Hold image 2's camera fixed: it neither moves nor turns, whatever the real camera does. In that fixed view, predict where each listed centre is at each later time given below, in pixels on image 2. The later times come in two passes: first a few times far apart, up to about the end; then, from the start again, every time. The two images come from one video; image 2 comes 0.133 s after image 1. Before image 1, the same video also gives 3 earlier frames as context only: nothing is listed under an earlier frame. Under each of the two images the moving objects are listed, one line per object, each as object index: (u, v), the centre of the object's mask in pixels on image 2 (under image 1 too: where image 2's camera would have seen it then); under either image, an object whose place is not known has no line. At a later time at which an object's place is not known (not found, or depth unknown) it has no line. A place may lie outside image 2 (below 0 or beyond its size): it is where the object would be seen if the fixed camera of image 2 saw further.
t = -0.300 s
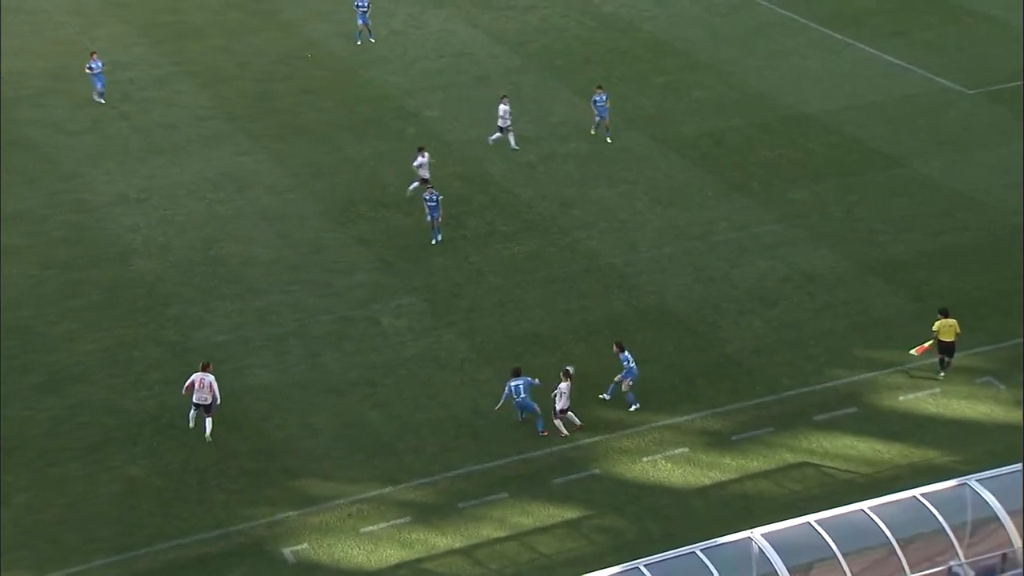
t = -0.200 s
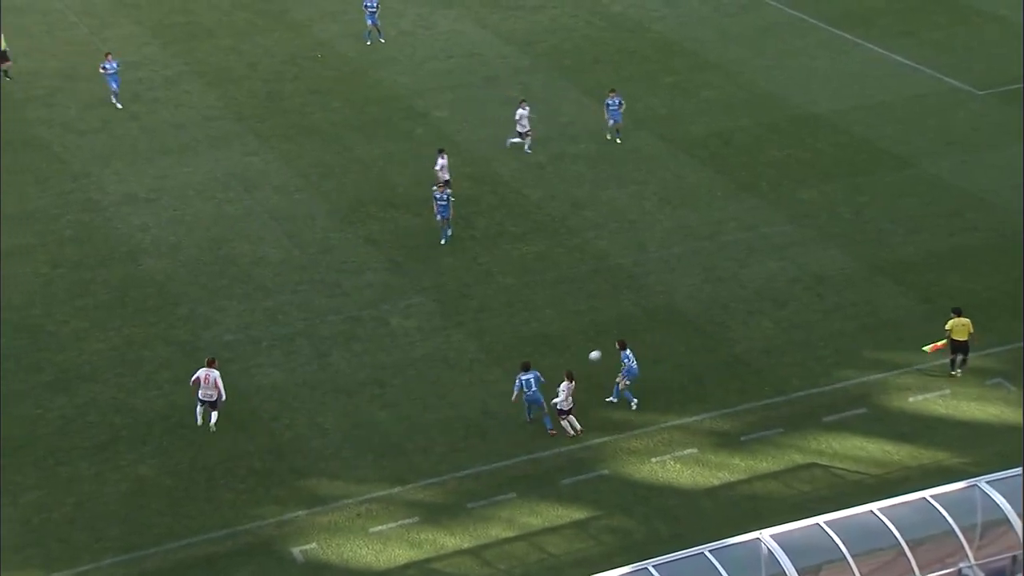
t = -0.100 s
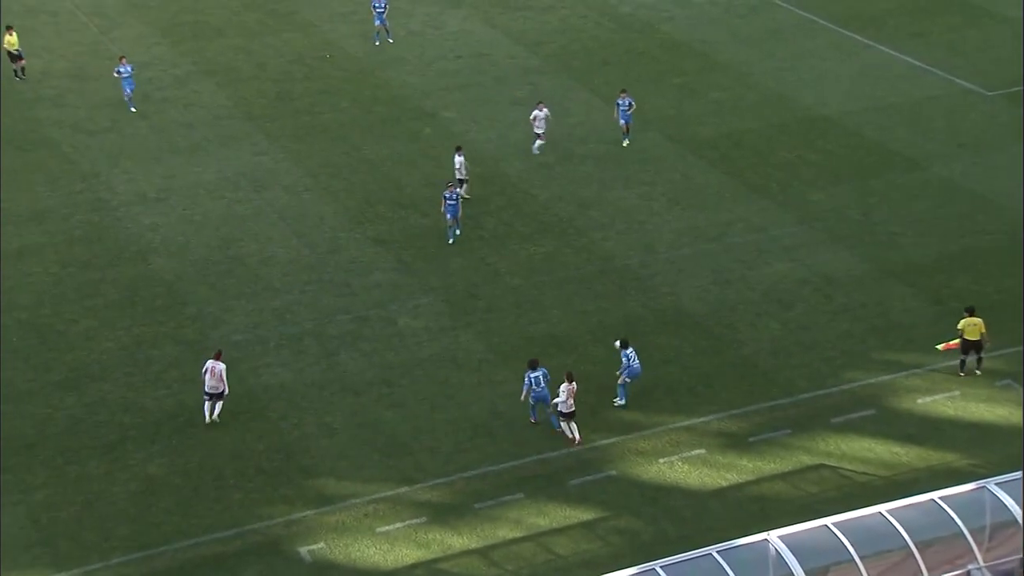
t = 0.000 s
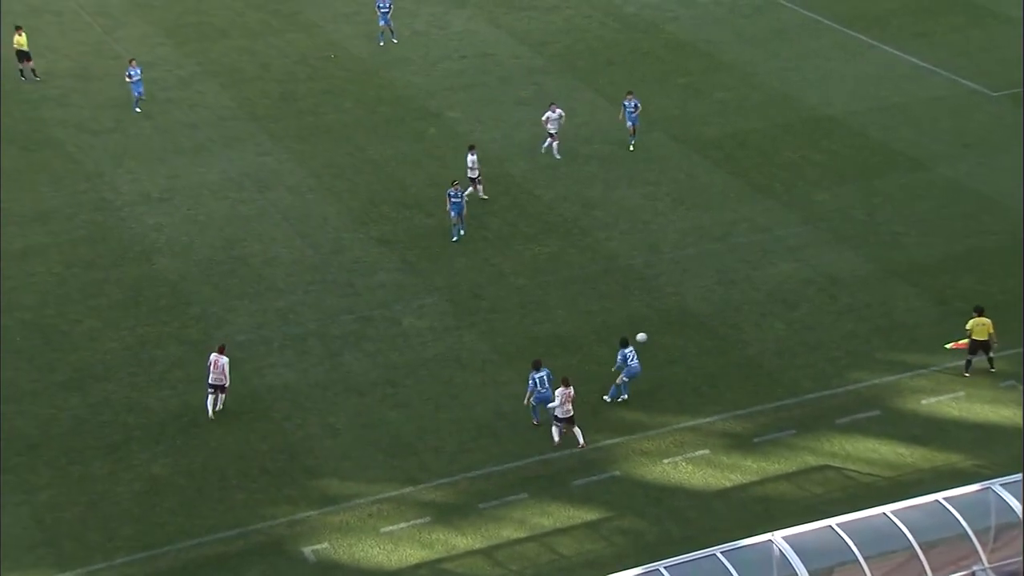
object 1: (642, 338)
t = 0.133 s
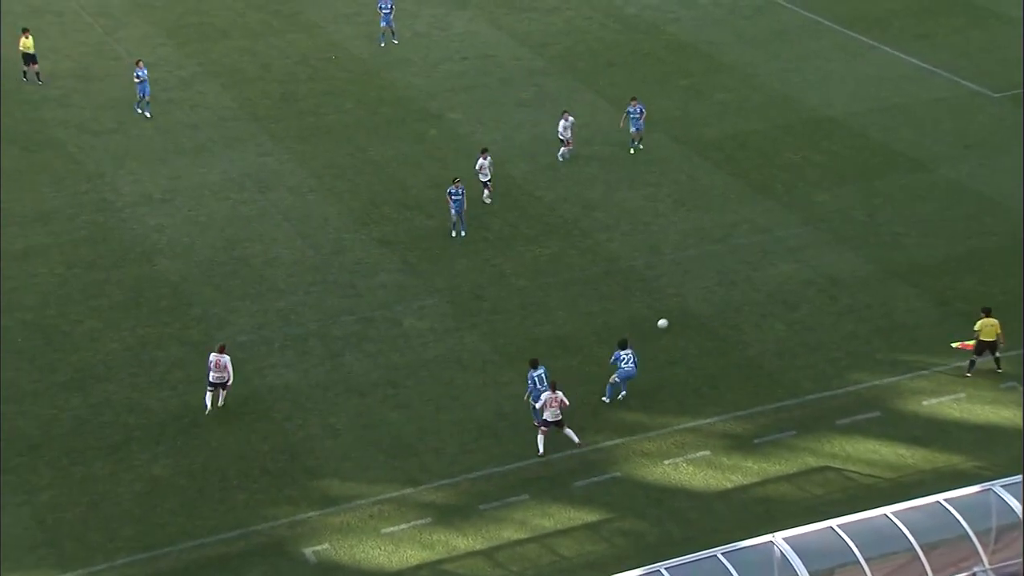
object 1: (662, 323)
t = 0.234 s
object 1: (677, 311)
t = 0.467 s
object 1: (707, 295)
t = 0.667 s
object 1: (729, 281)
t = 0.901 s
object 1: (752, 267)
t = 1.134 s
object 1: (773, 255)
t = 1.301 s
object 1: (787, 245)
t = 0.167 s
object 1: (667, 319)
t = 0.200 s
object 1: (672, 315)
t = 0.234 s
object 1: (677, 311)
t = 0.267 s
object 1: (681, 309)
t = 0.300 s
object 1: (686, 306)
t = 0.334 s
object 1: (690, 304)
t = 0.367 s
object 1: (694, 302)
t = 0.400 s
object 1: (699, 301)
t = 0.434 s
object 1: (703, 299)
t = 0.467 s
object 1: (707, 295)
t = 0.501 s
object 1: (711, 292)
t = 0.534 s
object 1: (714, 289)
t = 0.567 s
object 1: (718, 286)
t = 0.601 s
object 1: (722, 284)
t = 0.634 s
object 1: (725, 283)
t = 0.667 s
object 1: (729, 281)
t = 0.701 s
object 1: (732, 280)
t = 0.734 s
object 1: (736, 277)
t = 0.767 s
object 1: (739, 275)
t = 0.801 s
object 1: (742, 273)
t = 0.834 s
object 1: (746, 272)
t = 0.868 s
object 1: (749, 270)
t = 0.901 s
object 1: (752, 267)
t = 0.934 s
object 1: (755, 265)
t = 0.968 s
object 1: (758, 264)
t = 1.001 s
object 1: (761, 262)
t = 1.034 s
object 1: (764, 260)
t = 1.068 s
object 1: (767, 258)
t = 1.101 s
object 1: (770, 256)
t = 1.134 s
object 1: (773, 255)
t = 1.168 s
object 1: (776, 252)
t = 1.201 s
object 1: (779, 251)
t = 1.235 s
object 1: (782, 249)
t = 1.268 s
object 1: (784, 248)
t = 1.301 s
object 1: (787, 245)
